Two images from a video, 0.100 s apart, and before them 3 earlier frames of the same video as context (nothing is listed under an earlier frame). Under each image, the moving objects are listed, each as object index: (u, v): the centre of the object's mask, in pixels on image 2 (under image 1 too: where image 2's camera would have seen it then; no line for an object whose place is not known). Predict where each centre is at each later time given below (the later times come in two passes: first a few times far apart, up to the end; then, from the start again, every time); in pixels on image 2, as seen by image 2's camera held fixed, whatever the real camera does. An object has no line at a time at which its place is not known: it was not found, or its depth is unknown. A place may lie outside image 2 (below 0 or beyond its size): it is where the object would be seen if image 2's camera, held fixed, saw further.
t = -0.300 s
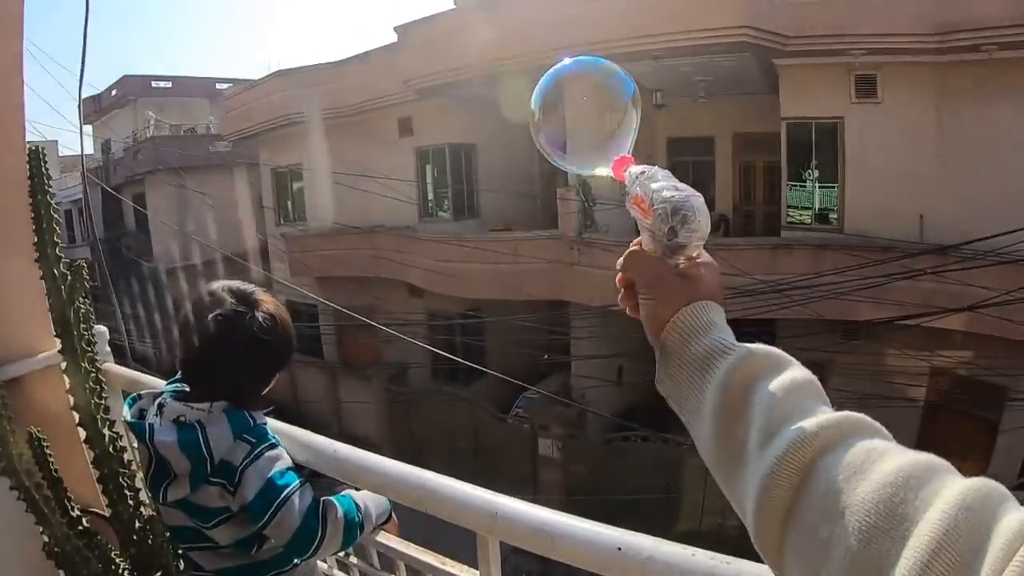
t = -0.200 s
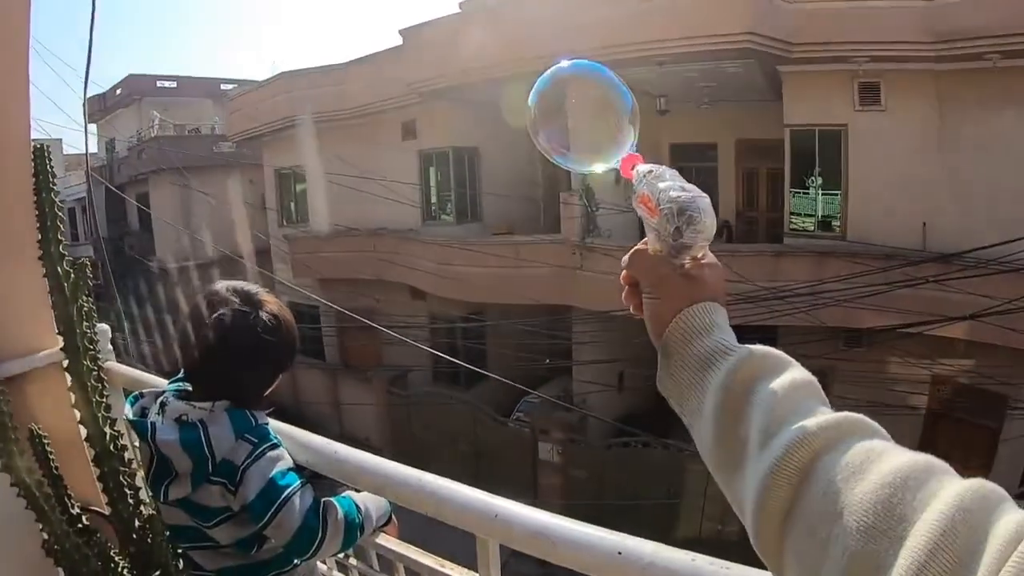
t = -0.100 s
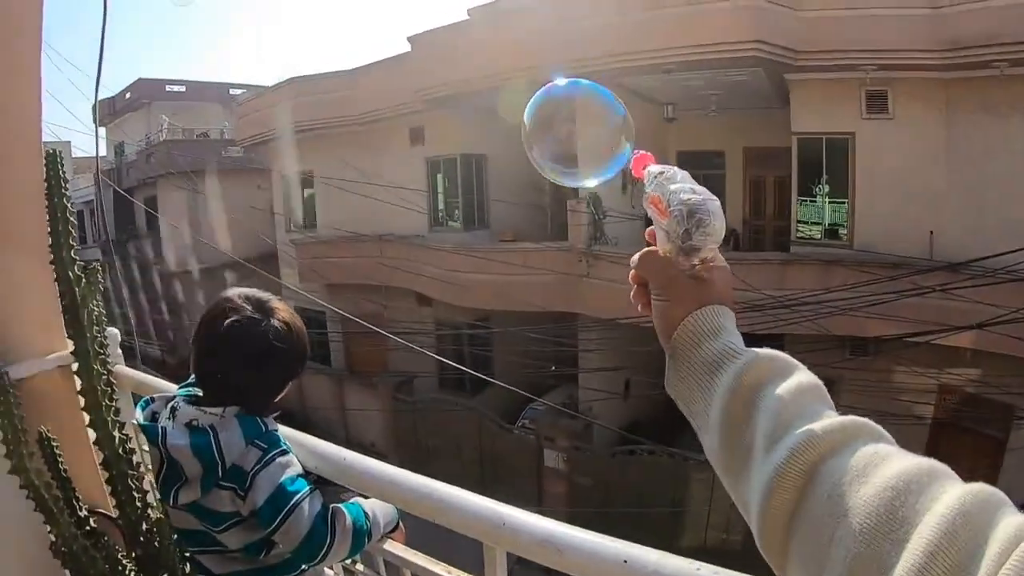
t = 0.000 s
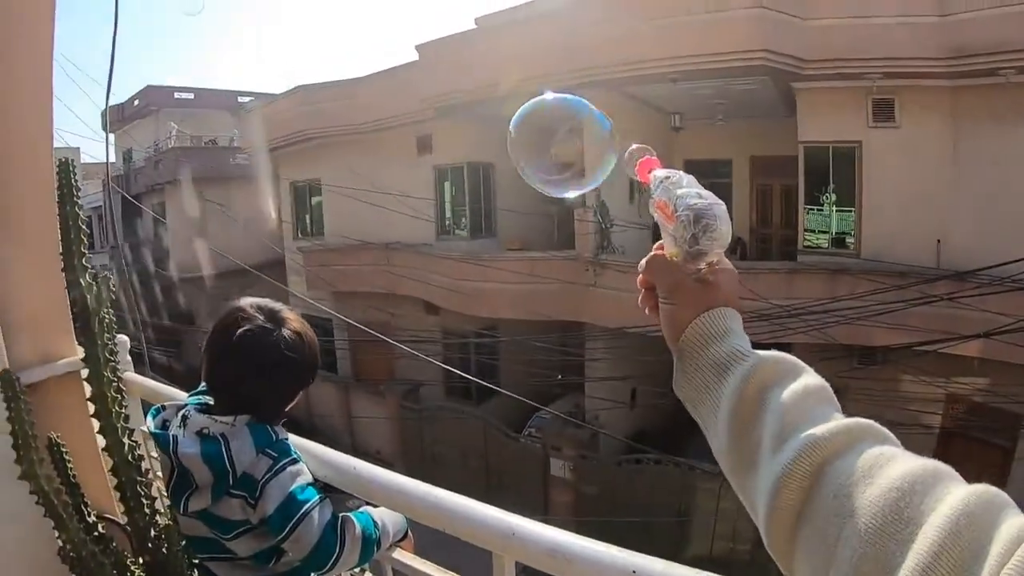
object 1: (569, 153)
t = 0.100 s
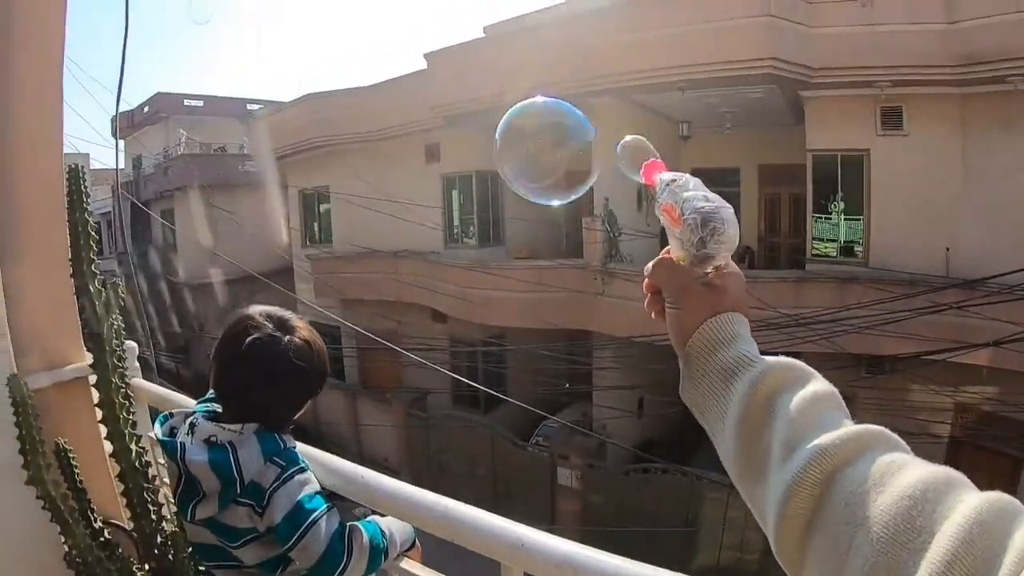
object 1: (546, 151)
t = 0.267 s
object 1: (496, 152)
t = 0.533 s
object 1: (414, 142)
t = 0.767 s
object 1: (325, 133)
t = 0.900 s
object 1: (268, 120)
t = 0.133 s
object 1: (539, 150)
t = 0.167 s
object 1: (528, 150)
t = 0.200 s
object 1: (519, 150)
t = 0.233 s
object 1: (508, 151)
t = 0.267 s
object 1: (496, 152)
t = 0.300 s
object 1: (484, 151)
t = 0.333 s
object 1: (474, 151)
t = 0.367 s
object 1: (464, 150)
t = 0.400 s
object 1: (458, 149)
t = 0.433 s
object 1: (448, 148)
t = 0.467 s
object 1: (436, 146)
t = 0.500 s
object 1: (425, 143)
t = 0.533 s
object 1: (414, 142)
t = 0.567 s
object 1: (401, 141)
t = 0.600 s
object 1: (389, 139)
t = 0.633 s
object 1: (376, 137)
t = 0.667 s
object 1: (364, 135)
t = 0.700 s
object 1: (351, 135)
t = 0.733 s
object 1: (337, 134)
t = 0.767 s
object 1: (325, 133)
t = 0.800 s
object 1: (312, 132)
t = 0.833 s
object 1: (298, 131)
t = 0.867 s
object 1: (283, 129)
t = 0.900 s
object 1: (268, 120)
